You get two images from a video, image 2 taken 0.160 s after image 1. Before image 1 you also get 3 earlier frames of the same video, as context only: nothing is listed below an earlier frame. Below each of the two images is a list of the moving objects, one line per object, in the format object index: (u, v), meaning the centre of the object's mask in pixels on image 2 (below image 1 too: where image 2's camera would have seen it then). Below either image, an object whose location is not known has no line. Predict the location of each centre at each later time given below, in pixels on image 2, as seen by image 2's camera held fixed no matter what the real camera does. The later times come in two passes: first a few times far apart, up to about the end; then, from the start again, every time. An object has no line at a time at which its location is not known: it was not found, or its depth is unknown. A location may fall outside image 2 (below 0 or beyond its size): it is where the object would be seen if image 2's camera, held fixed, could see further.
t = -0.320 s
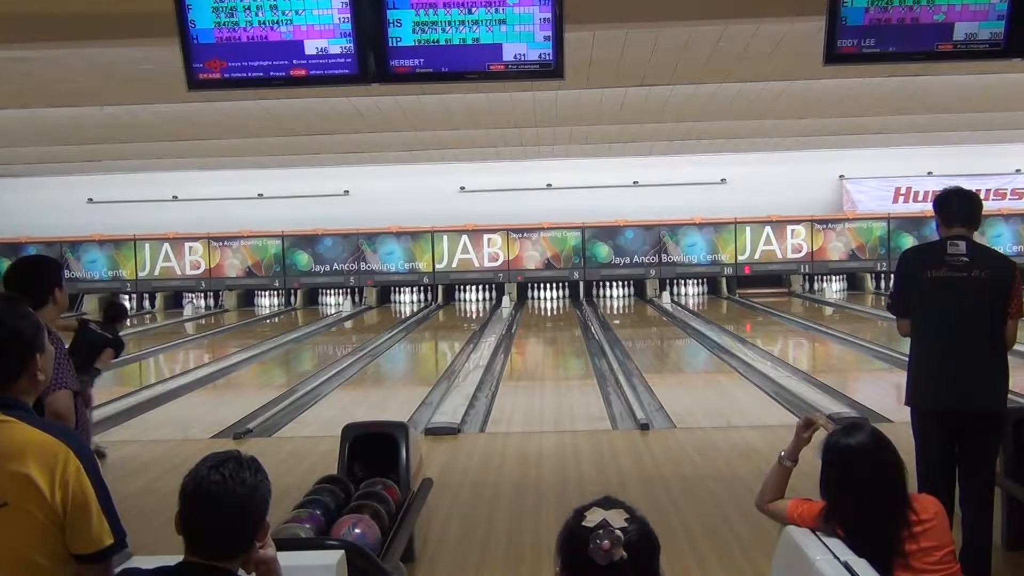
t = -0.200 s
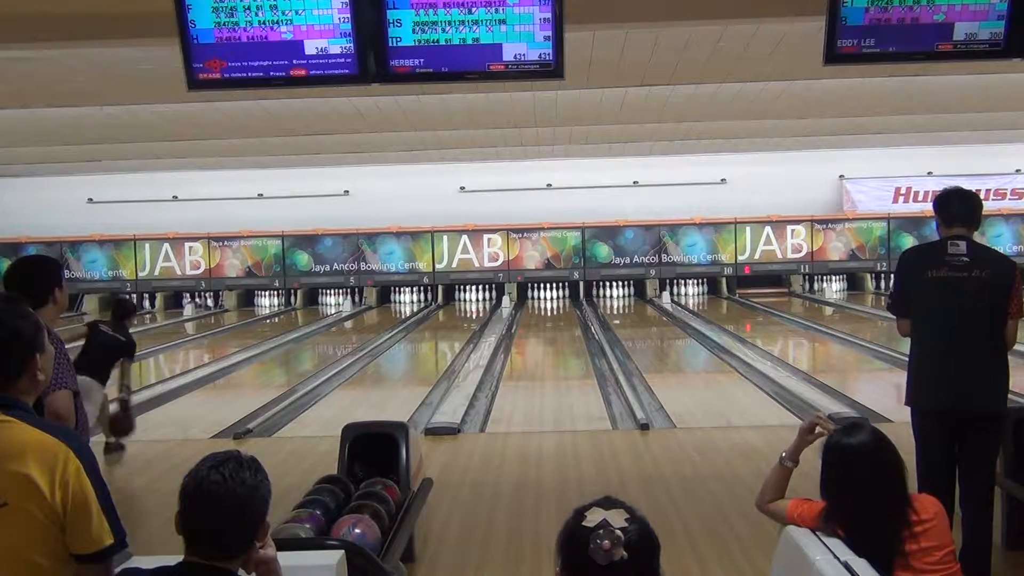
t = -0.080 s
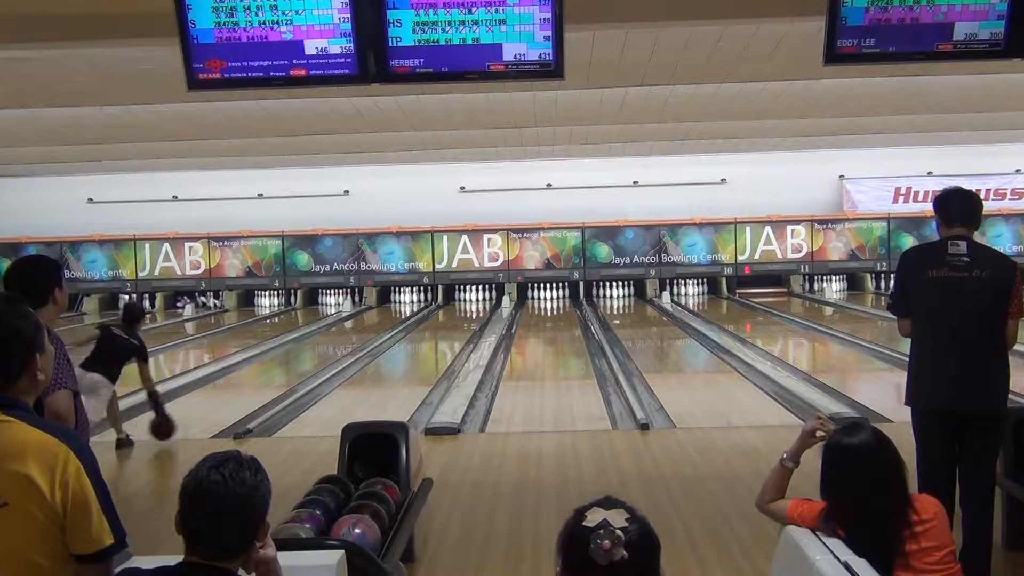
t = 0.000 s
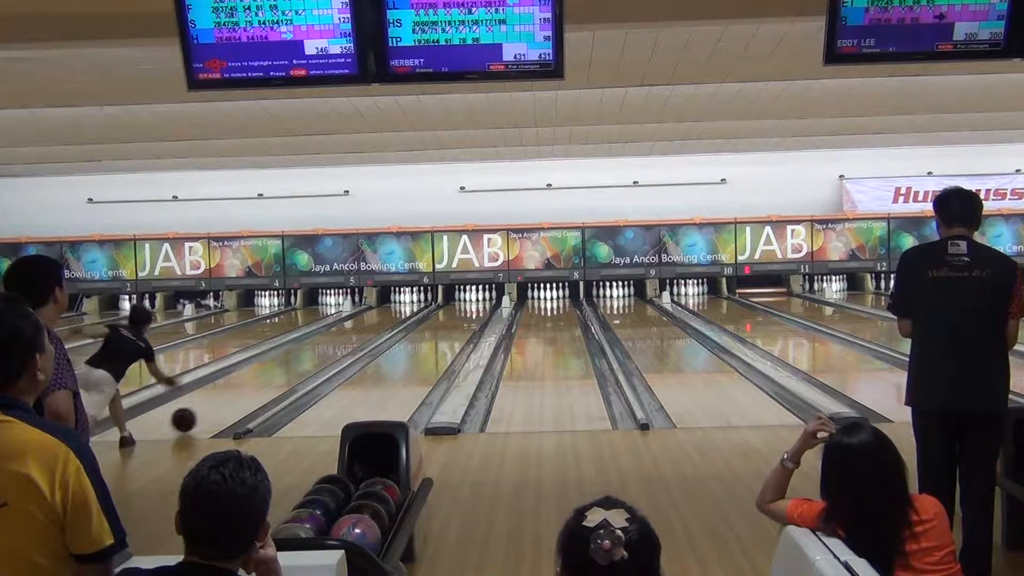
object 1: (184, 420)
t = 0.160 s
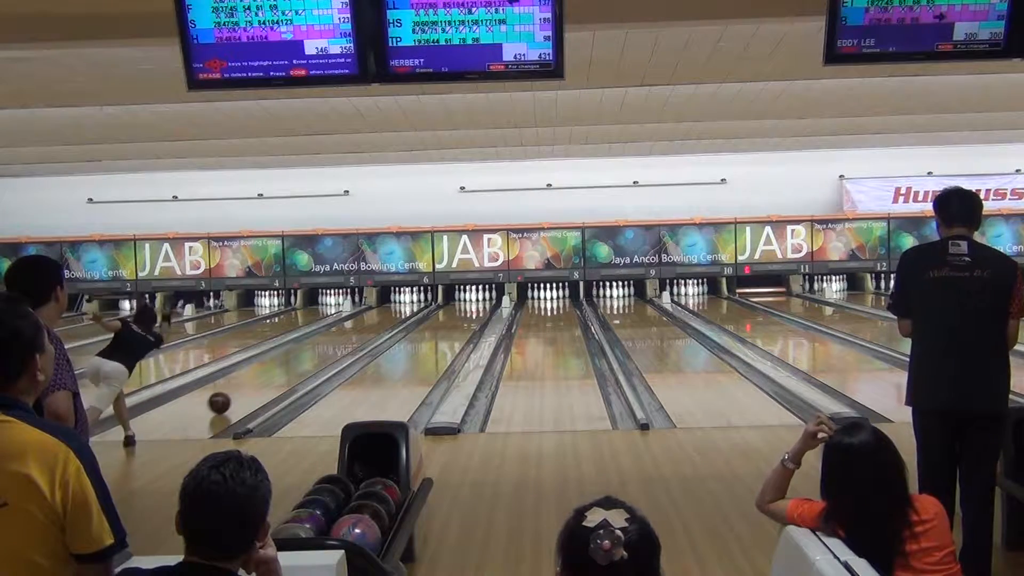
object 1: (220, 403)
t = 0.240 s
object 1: (235, 395)
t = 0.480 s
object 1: (273, 375)
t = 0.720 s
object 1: (303, 360)
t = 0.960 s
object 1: (326, 348)
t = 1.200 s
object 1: (345, 337)
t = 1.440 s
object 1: (360, 330)
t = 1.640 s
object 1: (371, 323)
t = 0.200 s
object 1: (228, 399)
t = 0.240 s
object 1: (235, 395)
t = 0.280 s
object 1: (242, 391)
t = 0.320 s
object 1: (249, 388)
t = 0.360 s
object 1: (255, 384)
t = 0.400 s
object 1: (262, 381)
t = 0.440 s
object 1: (267, 378)
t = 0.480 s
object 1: (273, 375)
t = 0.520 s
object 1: (279, 372)
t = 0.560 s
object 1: (284, 370)
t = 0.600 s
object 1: (289, 367)
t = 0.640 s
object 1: (294, 365)
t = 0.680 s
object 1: (298, 363)
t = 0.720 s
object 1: (303, 360)
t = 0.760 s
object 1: (307, 358)
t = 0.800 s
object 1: (311, 356)
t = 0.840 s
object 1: (315, 354)
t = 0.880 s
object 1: (319, 352)
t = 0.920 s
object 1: (322, 350)
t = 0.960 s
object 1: (326, 348)
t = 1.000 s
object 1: (330, 347)
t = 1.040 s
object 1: (333, 345)
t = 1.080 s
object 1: (336, 343)
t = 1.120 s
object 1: (339, 341)
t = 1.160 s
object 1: (342, 340)
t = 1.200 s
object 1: (345, 337)
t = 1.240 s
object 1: (348, 336)
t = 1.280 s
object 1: (351, 335)
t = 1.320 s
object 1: (353, 334)
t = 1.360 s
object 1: (356, 333)
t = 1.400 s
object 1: (358, 331)
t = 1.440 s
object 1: (360, 330)
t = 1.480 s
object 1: (363, 328)
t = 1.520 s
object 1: (365, 327)
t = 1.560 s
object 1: (368, 326)
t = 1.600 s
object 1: (369, 324)
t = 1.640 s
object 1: (371, 323)
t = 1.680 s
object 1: (373, 322)
